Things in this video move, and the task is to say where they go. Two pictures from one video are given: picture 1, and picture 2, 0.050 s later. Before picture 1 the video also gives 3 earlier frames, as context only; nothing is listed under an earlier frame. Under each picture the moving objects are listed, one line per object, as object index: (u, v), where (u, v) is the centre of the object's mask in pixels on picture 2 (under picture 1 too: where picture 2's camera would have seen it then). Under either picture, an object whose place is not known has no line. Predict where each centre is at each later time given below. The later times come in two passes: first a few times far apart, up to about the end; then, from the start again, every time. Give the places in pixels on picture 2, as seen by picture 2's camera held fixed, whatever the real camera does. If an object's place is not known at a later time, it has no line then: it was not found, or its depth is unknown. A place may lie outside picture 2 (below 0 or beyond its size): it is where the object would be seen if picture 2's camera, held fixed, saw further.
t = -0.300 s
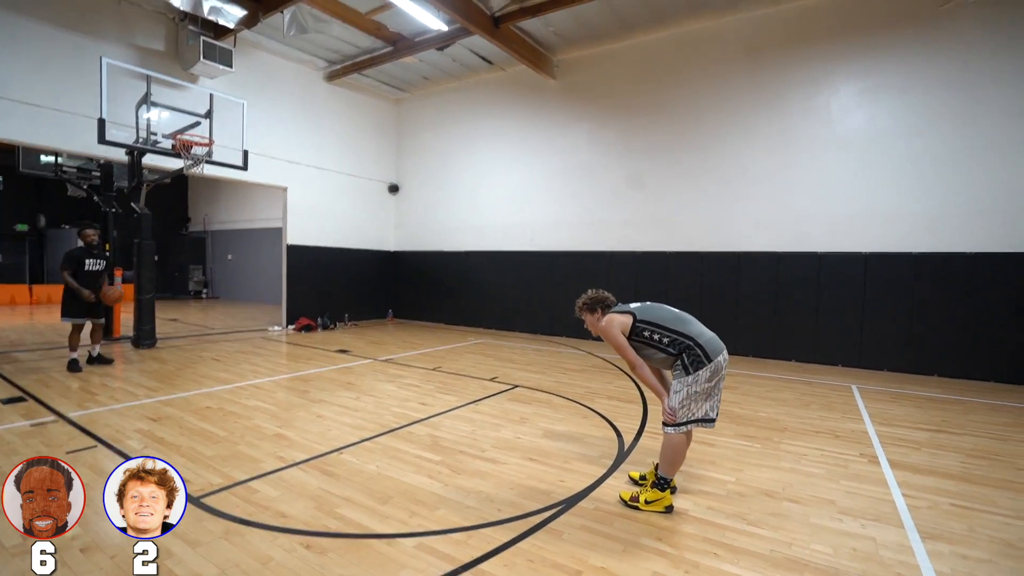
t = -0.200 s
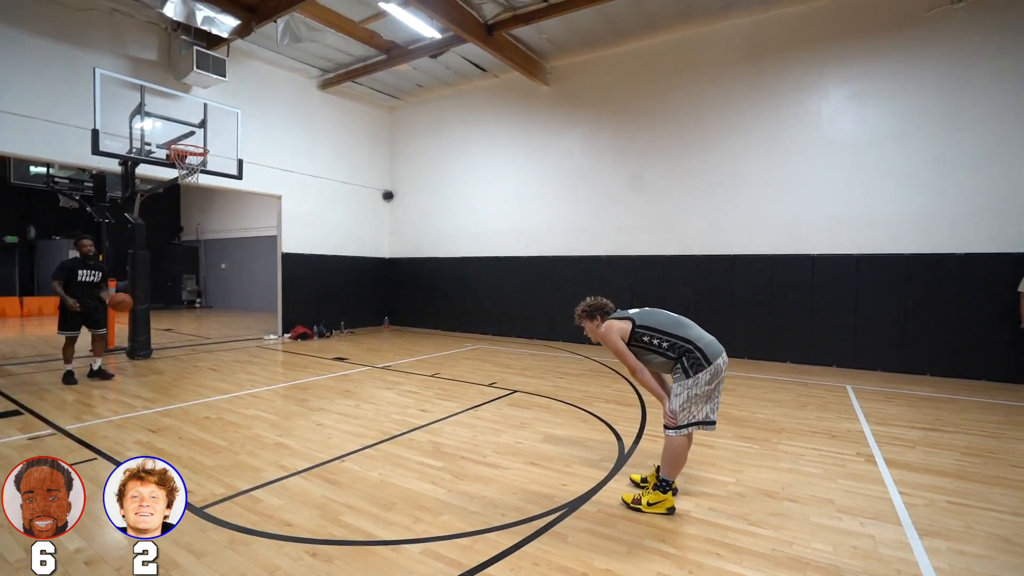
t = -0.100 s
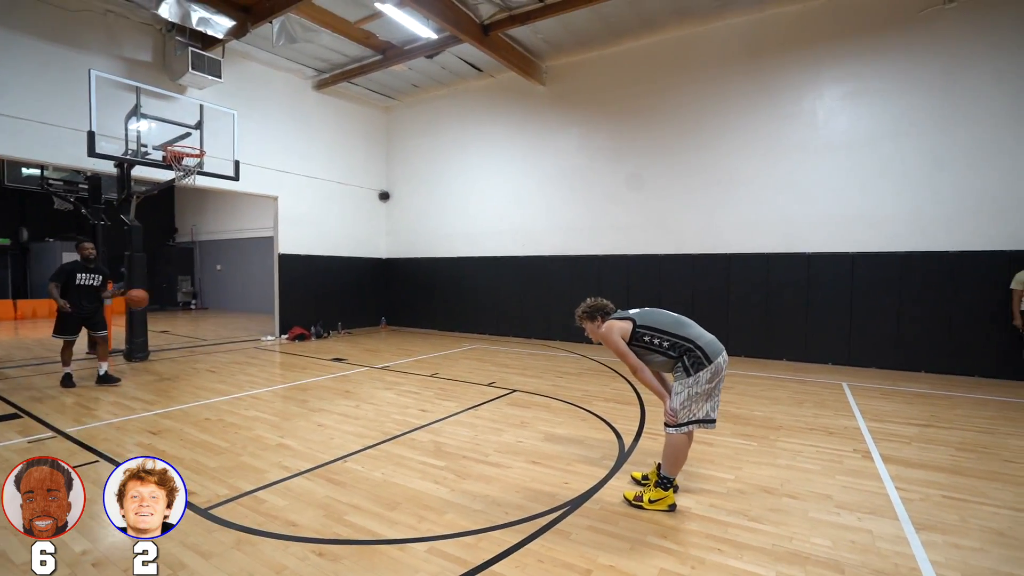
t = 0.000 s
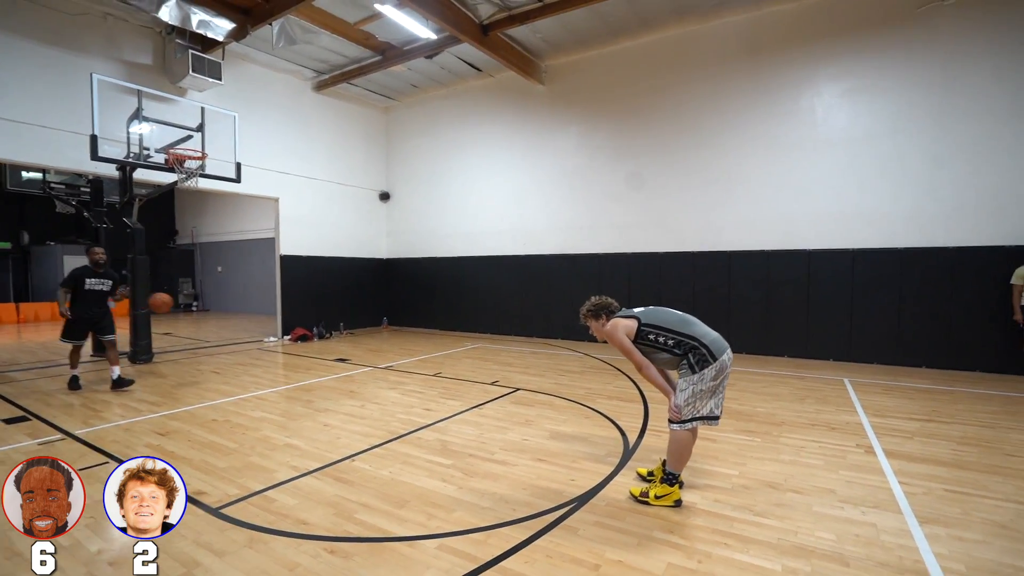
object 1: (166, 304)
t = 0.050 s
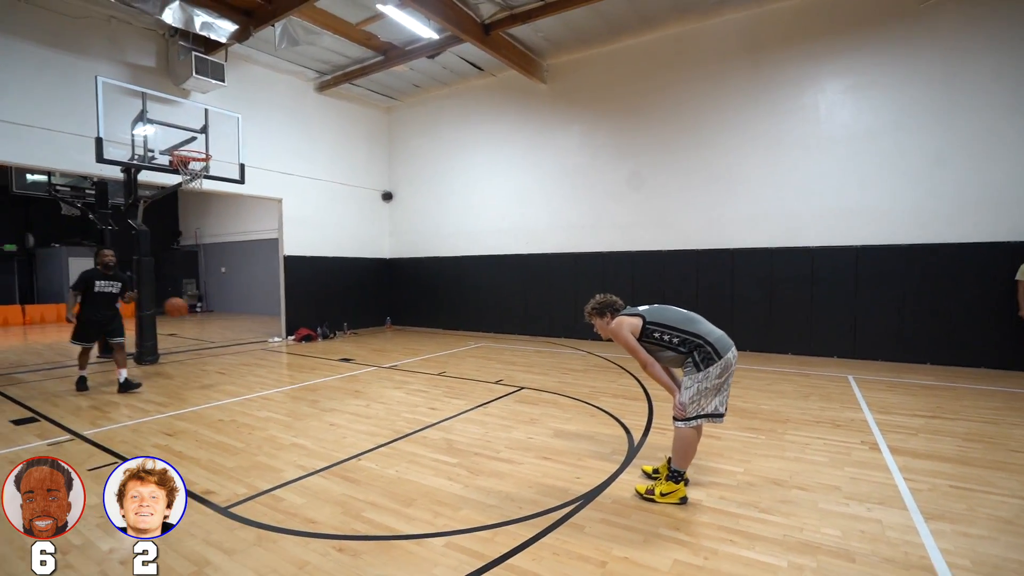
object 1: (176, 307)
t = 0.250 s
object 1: (219, 345)
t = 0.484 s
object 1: (268, 369)
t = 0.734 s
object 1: (316, 335)
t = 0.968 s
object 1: (363, 356)
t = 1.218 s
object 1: (420, 390)
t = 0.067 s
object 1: (179, 308)
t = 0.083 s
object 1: (182, 311)
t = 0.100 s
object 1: (186, 313)
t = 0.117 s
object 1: (190, 316)
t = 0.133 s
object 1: (194, 318)
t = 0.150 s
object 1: (197, 321)
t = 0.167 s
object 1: (200, 324)
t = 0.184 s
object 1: (204, 328)
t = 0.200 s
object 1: (208, 332)
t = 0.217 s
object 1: (212, 336)
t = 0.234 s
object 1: (215, 340)
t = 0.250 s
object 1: (219, 345)
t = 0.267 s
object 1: (223, 350)
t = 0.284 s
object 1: (227, 355)
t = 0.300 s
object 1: (231, 360)
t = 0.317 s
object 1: (234, 366)
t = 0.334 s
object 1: (238, 371)
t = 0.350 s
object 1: (242, 377)
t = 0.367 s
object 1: (245, 384)
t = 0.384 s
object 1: (249, 390)
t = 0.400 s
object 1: (253, 392)
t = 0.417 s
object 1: (256, 387)
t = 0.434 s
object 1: (259, 382)
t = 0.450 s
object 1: (261, 378)
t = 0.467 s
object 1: (264, 373)
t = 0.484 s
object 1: (268, 369)
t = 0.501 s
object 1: (271, 366)
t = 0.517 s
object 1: (274, 362)
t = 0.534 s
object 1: (277, 358)
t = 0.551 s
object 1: (280, 355)
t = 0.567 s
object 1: (284, 352)
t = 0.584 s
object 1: (286, 350)
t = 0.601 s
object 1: (290, 347)
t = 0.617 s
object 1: (293, 345)
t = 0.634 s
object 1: (296, 343)
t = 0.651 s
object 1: (300, 340)
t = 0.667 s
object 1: (303, 339)
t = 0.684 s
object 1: (305, 338)
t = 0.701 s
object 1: (308, 337)
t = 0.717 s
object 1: (313, 336)
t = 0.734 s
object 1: (316, 335)
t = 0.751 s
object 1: (319, 335)
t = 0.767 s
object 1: (322, 335)
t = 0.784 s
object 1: (326, 335)
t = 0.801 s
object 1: (330, 336)
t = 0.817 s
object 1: (333, 336)
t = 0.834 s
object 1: (336, 338)
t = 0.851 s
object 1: (339, 339)
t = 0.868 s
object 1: (343, 341)
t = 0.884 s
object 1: (346, 342)
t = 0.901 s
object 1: (349, 344)
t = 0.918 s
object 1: (352, 346)
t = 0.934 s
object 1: (356, 350)
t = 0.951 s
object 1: (360, 353)
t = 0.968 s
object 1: (363, 356)
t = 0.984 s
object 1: (367, 359)
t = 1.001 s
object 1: (371, 363)
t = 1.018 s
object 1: (374, 367)
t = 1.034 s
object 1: (378, 372)
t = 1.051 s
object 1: (382, 376)
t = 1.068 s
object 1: (386, 381)
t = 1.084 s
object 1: (389, 386)
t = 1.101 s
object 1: (393, 391)
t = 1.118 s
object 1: (397, 397)
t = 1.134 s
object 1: (401, 404)
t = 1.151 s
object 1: (405, 407)
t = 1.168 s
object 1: (409, 401)
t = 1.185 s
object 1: (413, 398)
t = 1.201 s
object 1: (417, 394)
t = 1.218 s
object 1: (420, 390)
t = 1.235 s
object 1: (424, 387)
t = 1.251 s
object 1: (428, 385)
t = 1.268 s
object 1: (431, 382)
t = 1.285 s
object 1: (436, 378)
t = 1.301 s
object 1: (439, 376)
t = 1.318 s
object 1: (443, 374)
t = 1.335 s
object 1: (447, 373)
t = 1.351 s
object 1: (451, 371)
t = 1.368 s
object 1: (455, 370)
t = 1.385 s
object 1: (459, 369)
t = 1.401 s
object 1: (463, 369)
